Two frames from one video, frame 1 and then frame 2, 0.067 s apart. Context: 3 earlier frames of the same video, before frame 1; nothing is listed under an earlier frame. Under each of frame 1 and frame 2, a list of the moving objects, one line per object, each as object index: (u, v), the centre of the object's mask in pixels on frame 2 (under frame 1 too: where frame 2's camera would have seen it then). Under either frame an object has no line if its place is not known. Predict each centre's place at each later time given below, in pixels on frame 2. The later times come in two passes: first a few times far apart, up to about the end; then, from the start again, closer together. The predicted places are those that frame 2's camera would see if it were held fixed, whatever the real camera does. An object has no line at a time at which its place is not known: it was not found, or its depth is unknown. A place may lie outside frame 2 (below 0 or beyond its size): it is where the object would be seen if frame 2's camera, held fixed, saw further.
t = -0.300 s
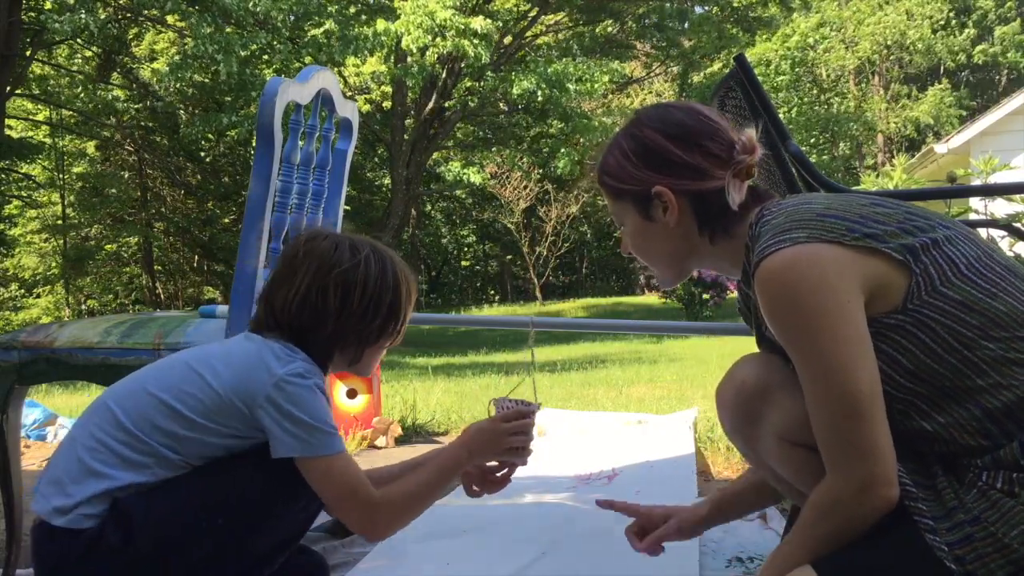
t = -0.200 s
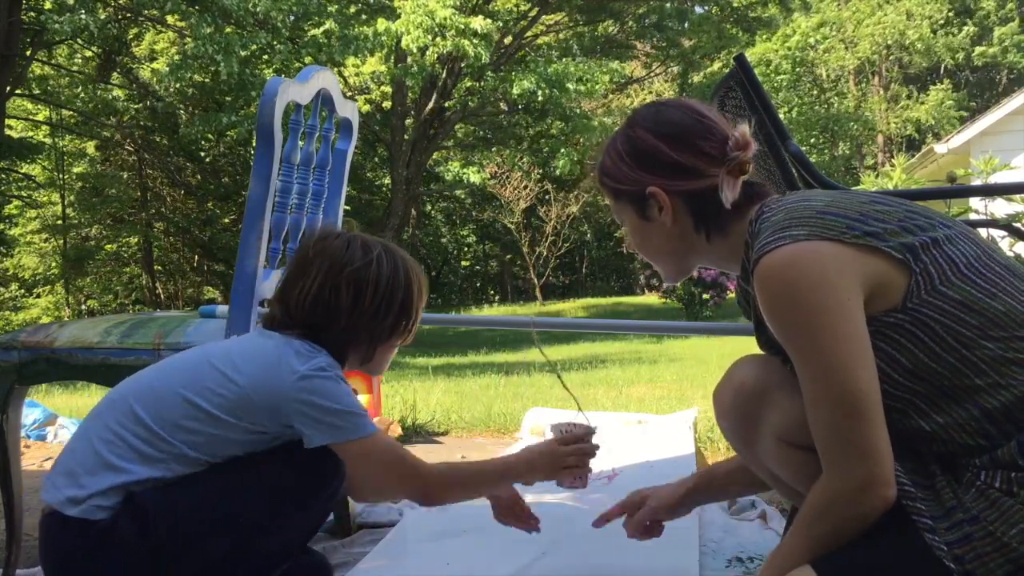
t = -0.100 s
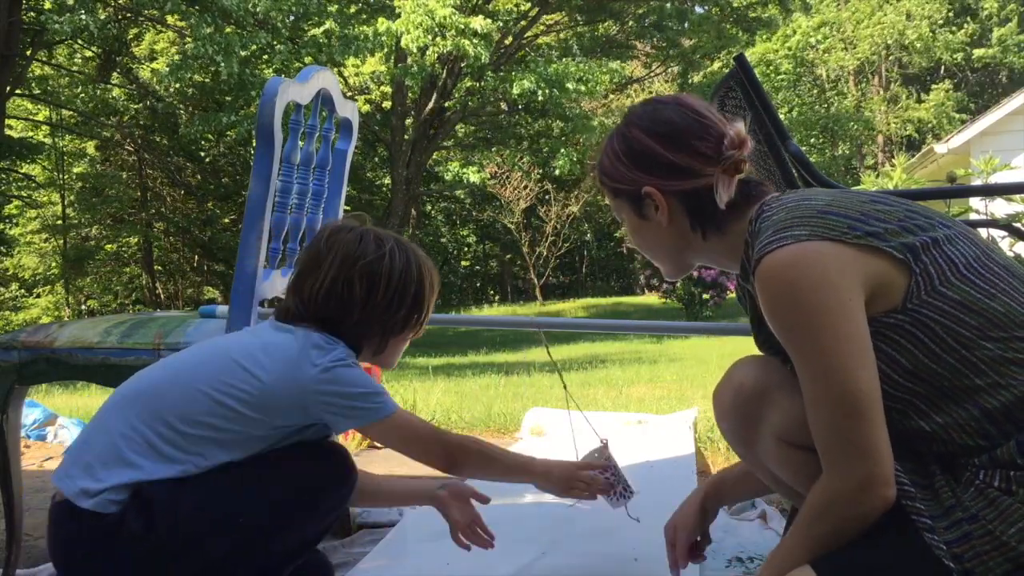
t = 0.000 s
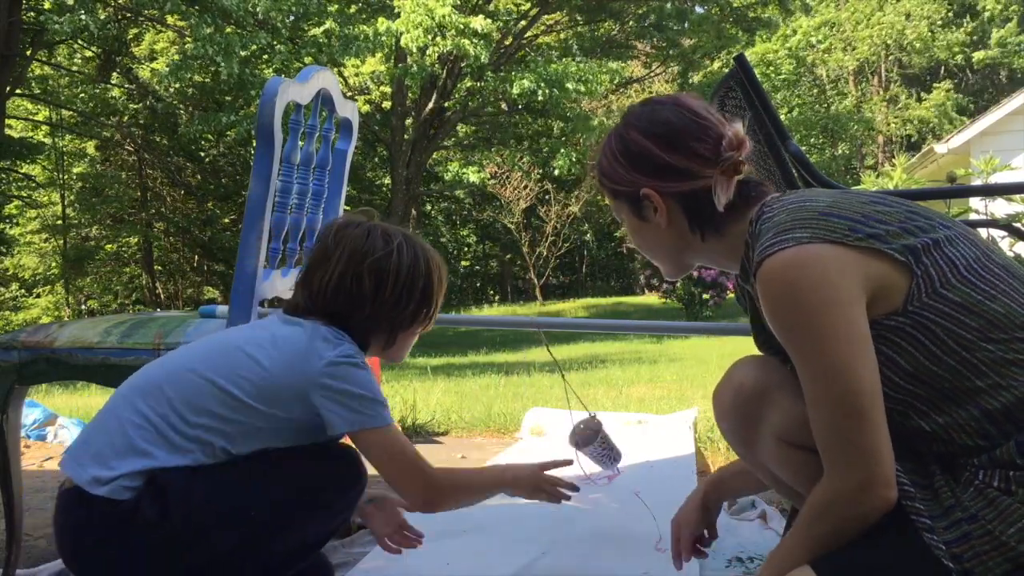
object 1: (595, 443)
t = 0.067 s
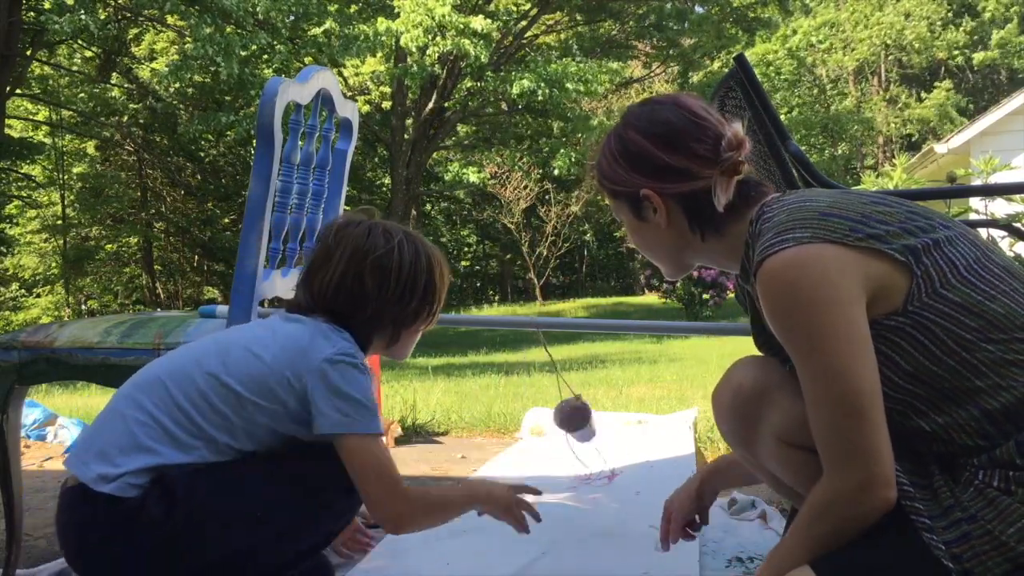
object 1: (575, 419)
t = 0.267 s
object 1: (510, 410)
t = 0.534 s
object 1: (486, 487)
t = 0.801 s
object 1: (598, 445)
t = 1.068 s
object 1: (596, 471)
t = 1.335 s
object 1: (480, 434)
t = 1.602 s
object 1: (463, 478)
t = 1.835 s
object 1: (586, 476)
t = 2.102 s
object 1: (634, 458)
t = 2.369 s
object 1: (518, 468)
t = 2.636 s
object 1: (442, 465)
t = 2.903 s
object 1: (533, 492)
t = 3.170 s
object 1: (620, 464)
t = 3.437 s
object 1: (560, 472)
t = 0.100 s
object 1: (565, 410)
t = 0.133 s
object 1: (553, 403)
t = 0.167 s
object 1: (541, 399)
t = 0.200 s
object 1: (531, 400)
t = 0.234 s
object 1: (521, 403)
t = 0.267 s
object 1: (510, 410)
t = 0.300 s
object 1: (499, 420)
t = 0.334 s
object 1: (490, 431)
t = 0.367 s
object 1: (482, 443)
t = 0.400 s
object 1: (477, 456)
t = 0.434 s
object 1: (473, 469)
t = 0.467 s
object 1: (474, 479)
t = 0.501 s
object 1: (478, 485)
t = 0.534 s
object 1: (486, 487)
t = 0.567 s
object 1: (497, 484)
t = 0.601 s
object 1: (511, 479)
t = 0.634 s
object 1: (526, 471)
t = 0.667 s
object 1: (542, 463)
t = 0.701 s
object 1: (557, 456)
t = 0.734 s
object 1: (572, 450)
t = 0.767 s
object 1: (586, 446)
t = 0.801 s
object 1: (598, 445)
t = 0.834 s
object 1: (608, 446)
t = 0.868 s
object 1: (616, 450)
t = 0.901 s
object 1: (622, 455)
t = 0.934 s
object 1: (626, 463)
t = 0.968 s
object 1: (624, 467)
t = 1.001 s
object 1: (617, 471)
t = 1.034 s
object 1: (609, 472)
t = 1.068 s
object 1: (596, 471)
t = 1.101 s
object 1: (583, 468)
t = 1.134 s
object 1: (567, 463)
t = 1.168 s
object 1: (551, 457)
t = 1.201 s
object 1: (535, 451)
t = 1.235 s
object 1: (519, 445)
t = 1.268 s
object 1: (505, 439)
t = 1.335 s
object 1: (480, 434)
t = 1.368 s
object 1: (470, 433)
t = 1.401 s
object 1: (461, 436)
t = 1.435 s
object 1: (455, 439)
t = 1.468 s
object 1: (450, 445)
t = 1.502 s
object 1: (447, 454)
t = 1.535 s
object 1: (449, 462)
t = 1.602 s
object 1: (463, 478)
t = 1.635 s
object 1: (475, 483)
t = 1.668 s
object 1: (492, 489)
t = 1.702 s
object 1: (510, 490)
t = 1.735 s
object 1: (529, 489)
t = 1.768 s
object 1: (550, 486)
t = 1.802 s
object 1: (569, 482)
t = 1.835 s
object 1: (586, 476)
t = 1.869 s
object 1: (602, 470)
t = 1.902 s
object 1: (616, 465)
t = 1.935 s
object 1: (627, 461)
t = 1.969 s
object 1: (636, 460)
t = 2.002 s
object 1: (641, 458)
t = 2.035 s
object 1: (642, 457)
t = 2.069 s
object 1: (640, 457)
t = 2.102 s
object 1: (634, 458)
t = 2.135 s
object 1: (626, 460)
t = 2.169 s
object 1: (616, 462)
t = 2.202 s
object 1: (602, 465)
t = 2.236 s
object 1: (587, 467)
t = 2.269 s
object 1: (571, 469)
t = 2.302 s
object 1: (553, 469)
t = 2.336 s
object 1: (535, 469)
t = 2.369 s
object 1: (518, 468)
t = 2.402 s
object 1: (501, 467)
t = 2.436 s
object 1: (486, 465)
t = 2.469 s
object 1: (473, 463)
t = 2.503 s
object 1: (462, 461)
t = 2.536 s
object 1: (453, 461)
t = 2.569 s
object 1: (446, 464)
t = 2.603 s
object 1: (442, 464)
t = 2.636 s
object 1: (442, 465)
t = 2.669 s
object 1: (444, 468)
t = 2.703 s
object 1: (450, 472)
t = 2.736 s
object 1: (458, 476)
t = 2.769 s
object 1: (469, 480)
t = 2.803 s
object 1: (482, 485)
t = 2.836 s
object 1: (498, 489)
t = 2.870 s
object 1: (515, 491)
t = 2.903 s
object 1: (533, 492)
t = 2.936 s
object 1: (551, 492)
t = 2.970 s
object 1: (567, 489)
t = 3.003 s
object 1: (583, 485)
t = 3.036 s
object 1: (595, 481)
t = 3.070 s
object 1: (605, 476)
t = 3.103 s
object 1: (614, 473)
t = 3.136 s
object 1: (618, 467)
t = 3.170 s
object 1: (620, 464)
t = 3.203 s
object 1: (619, 461)
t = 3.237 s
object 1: (616, 460)
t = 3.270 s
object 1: (611, 460)
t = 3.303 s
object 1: (604, 460)
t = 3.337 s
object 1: (595, 463)
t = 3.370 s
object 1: (585, 465)
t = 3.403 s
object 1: (573, 469)
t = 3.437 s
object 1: (560, 472)
